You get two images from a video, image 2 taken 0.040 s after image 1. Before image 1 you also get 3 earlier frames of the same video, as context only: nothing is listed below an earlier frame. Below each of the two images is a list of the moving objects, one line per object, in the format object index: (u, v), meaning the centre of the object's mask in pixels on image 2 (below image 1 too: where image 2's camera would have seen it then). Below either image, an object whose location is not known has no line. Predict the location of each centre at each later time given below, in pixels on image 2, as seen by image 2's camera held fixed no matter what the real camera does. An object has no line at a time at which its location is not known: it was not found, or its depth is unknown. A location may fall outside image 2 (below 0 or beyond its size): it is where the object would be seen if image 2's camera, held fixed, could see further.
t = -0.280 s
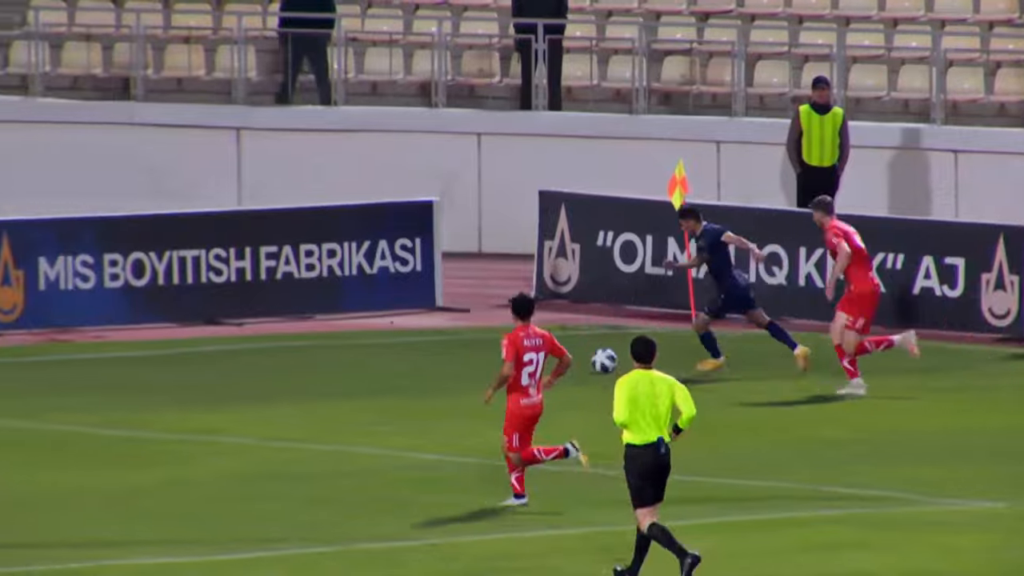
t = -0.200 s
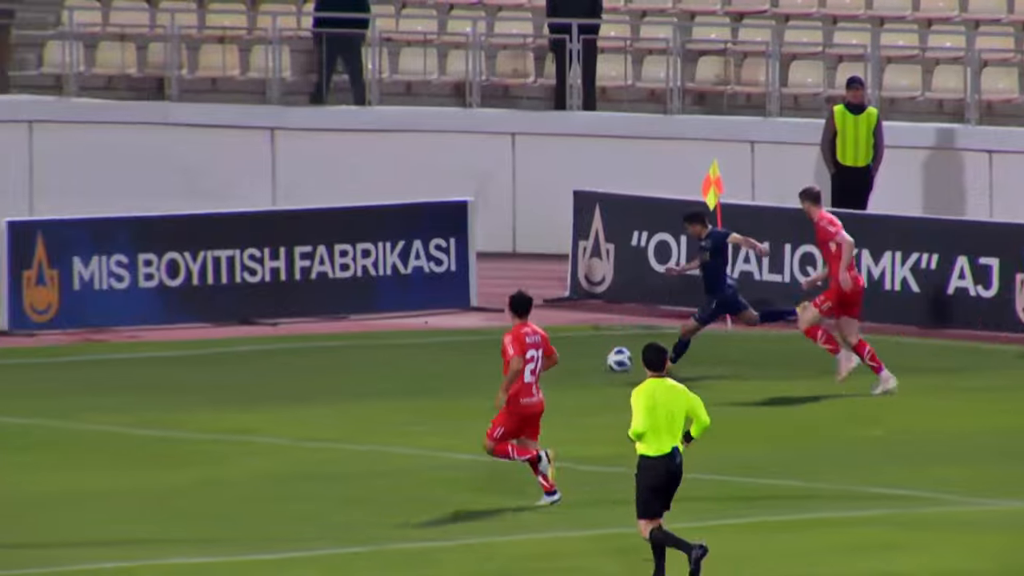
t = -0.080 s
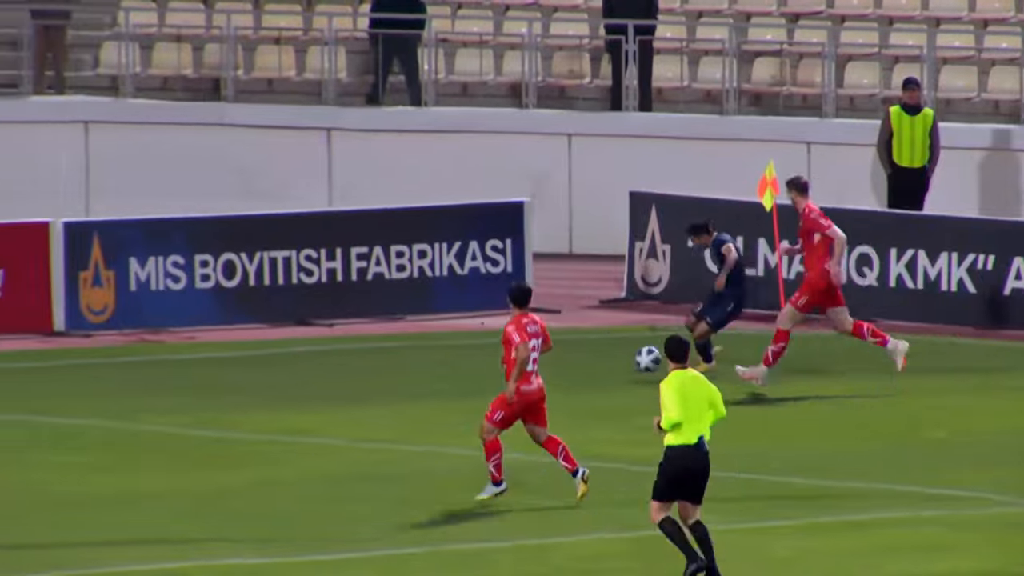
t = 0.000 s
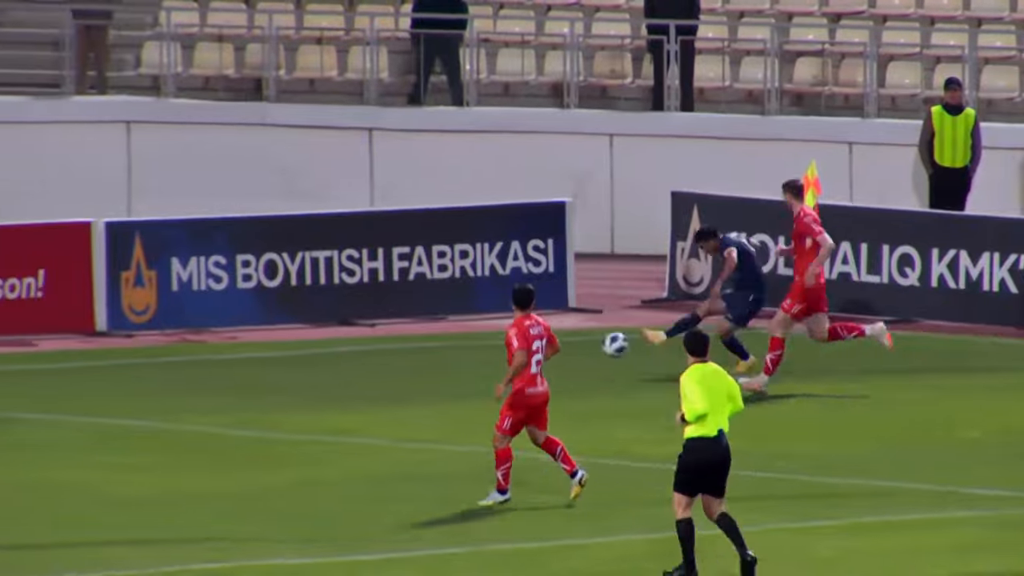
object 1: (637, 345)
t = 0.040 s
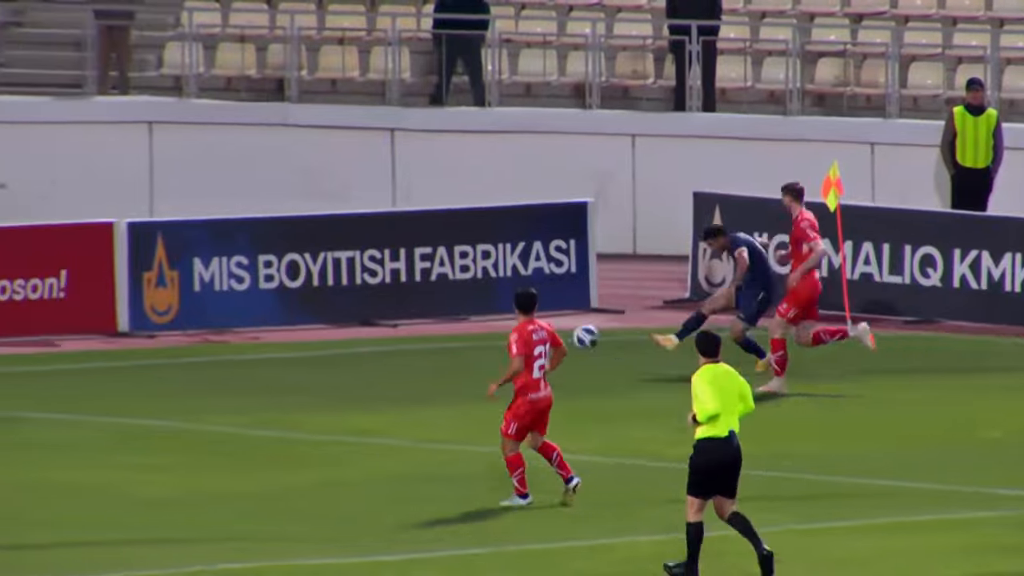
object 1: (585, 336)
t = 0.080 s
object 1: (539, 328)
